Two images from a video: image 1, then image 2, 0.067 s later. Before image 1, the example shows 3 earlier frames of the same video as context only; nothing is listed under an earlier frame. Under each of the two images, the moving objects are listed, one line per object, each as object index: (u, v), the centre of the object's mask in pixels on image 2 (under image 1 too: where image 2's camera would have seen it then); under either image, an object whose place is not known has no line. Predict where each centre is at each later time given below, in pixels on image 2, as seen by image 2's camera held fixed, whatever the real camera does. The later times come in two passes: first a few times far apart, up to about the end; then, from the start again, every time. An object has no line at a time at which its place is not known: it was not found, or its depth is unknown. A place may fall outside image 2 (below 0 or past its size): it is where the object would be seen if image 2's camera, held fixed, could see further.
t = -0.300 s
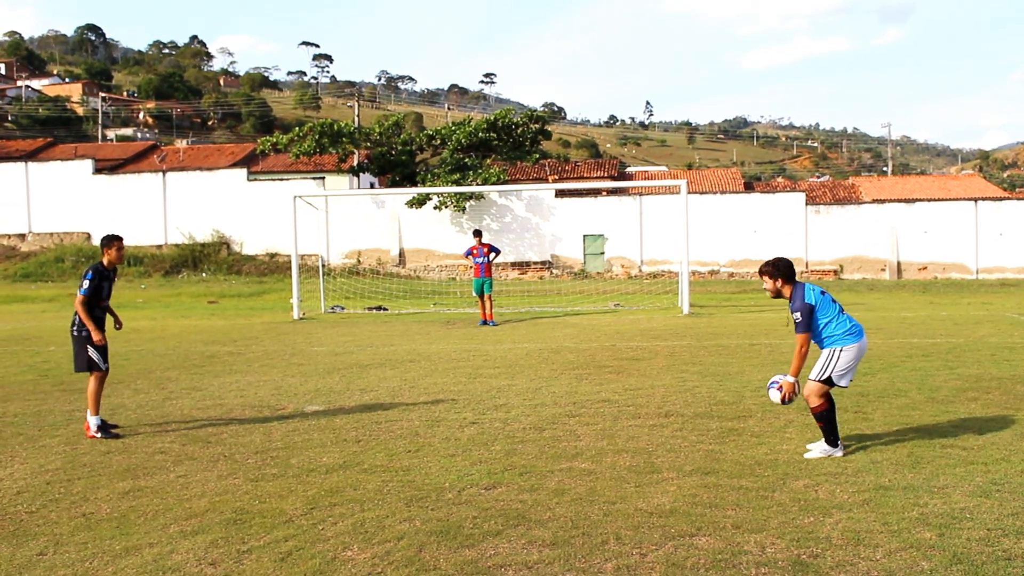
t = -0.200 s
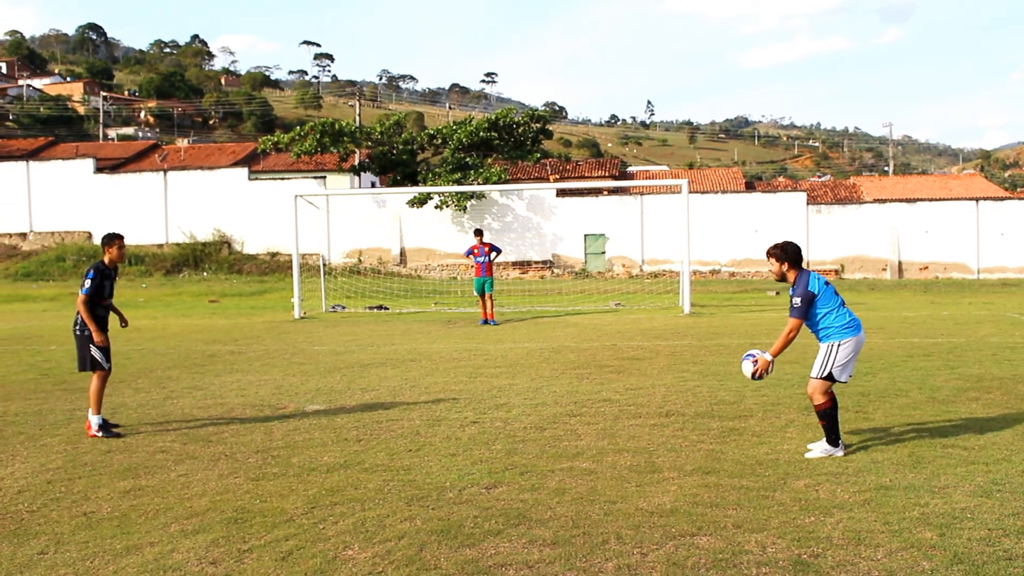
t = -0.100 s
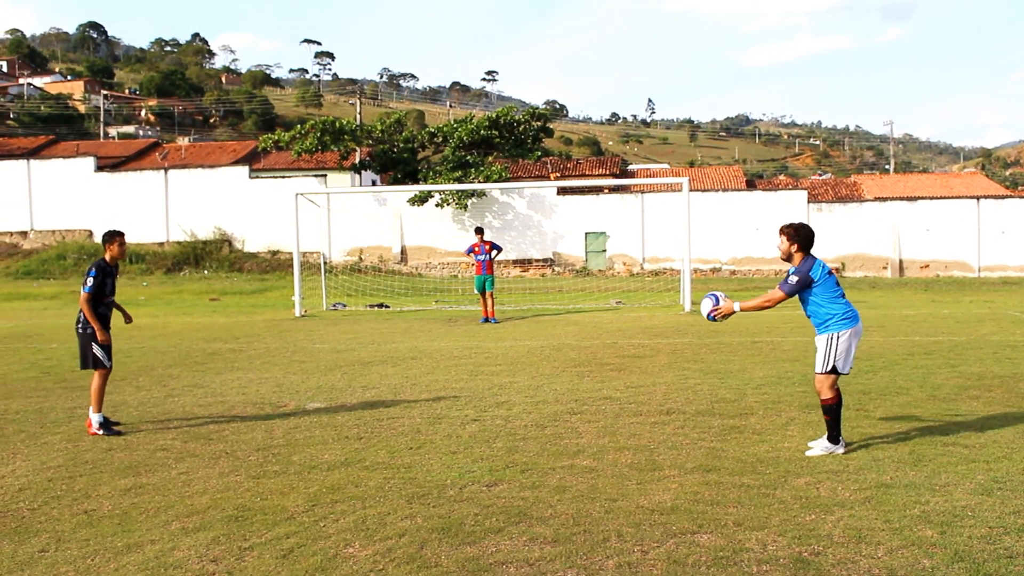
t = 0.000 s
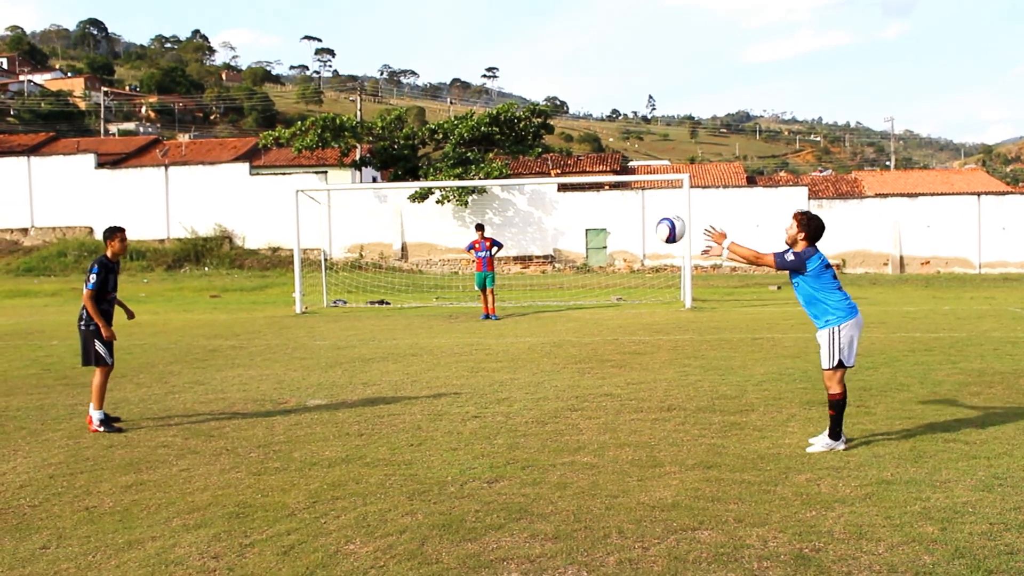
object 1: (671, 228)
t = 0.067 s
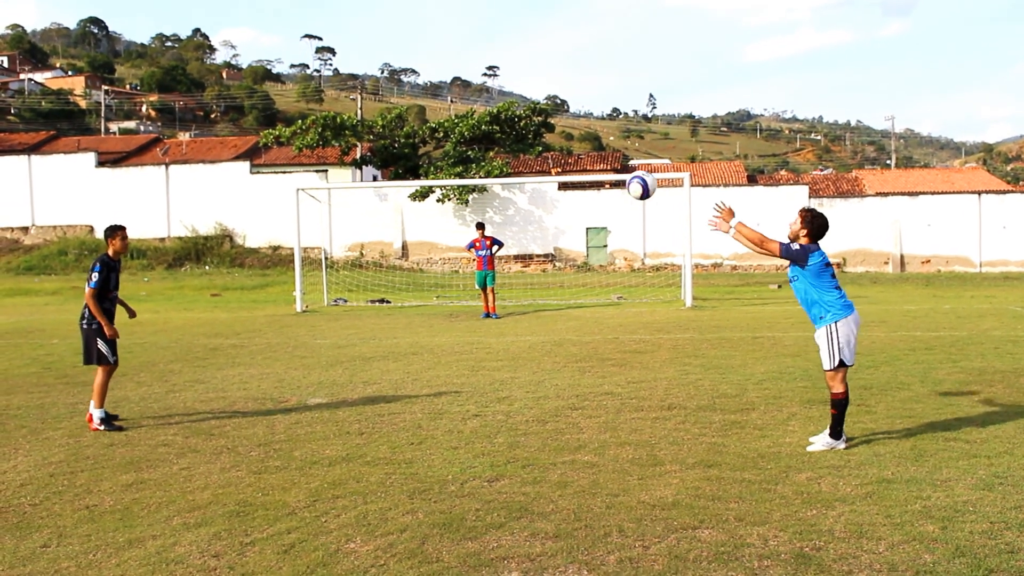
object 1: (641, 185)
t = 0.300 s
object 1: (543, 88)
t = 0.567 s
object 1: (437, 69)
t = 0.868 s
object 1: (328, 152)
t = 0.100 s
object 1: (626, 166)
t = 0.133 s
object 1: (612, 149)
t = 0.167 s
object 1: (598, 134)
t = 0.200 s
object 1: (584, 120)
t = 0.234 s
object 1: (569, 108)
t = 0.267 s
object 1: (557, 97)
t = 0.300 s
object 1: (543, 88)
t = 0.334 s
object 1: (529, 80)
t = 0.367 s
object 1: (514, 74)
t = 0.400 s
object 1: (501, 70)
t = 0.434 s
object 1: (488, 66)
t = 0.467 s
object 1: (475, 65)
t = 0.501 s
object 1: (462, 65)
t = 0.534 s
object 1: (449, 66)
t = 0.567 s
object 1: (437, 69)
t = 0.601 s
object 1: (425, 73)
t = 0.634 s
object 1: (411, 77)
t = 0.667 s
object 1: (398, 83)
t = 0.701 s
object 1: (387, 91)
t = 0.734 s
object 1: (375, 101)
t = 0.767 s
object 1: (363, 111)
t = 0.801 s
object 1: (351, 124)
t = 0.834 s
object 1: (340, 137)
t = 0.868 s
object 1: (328, 152)
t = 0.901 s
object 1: (317, 168)
